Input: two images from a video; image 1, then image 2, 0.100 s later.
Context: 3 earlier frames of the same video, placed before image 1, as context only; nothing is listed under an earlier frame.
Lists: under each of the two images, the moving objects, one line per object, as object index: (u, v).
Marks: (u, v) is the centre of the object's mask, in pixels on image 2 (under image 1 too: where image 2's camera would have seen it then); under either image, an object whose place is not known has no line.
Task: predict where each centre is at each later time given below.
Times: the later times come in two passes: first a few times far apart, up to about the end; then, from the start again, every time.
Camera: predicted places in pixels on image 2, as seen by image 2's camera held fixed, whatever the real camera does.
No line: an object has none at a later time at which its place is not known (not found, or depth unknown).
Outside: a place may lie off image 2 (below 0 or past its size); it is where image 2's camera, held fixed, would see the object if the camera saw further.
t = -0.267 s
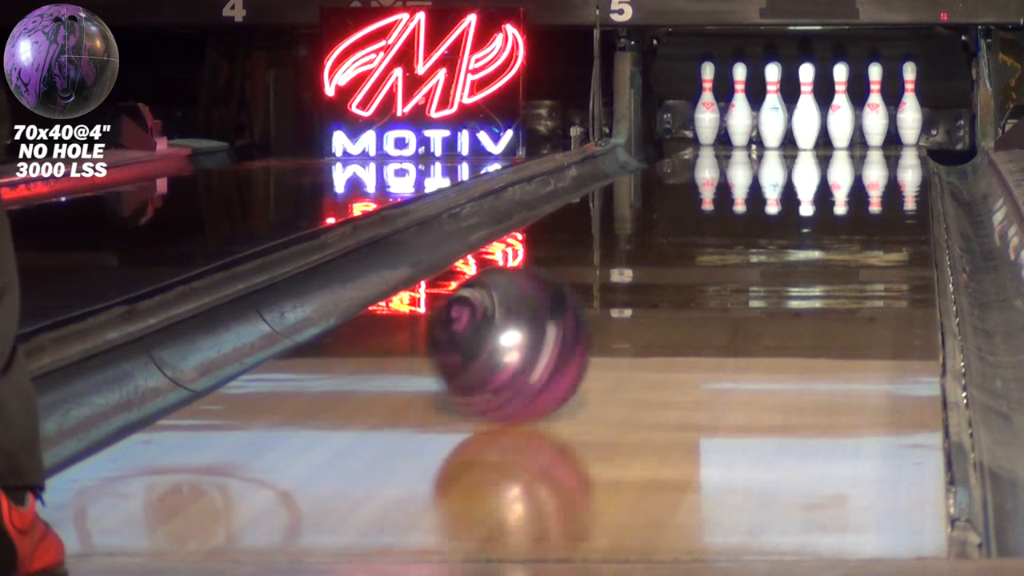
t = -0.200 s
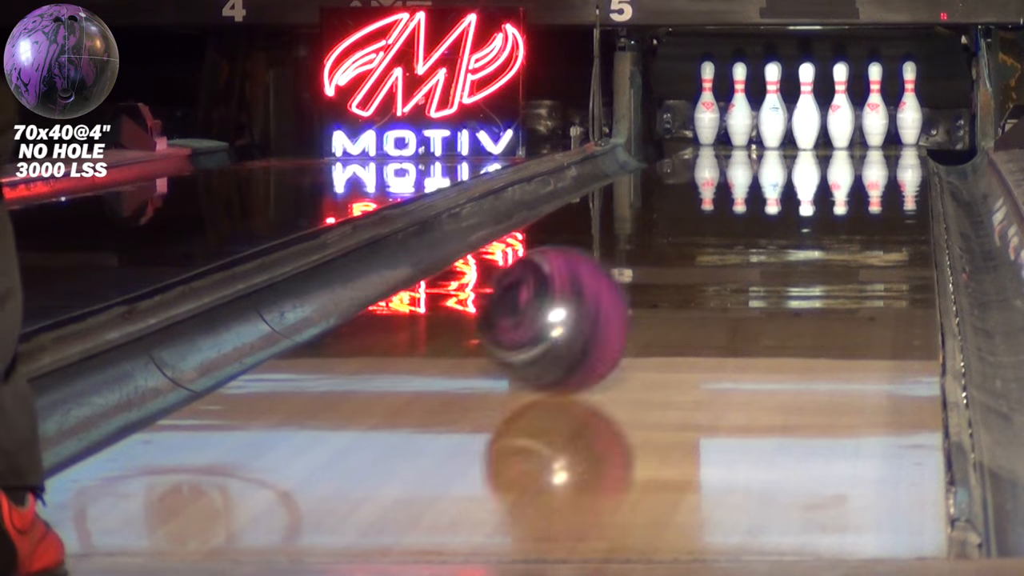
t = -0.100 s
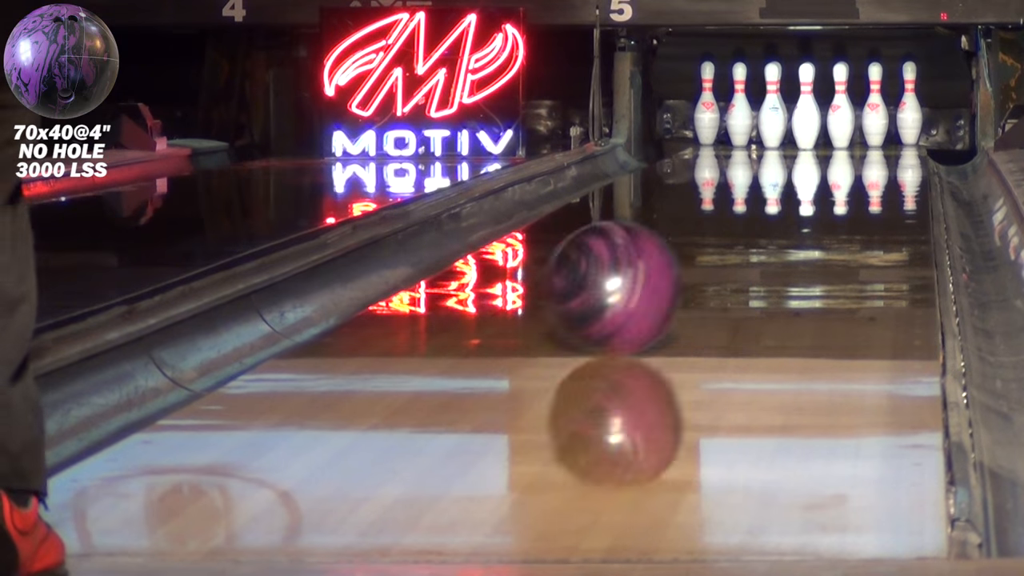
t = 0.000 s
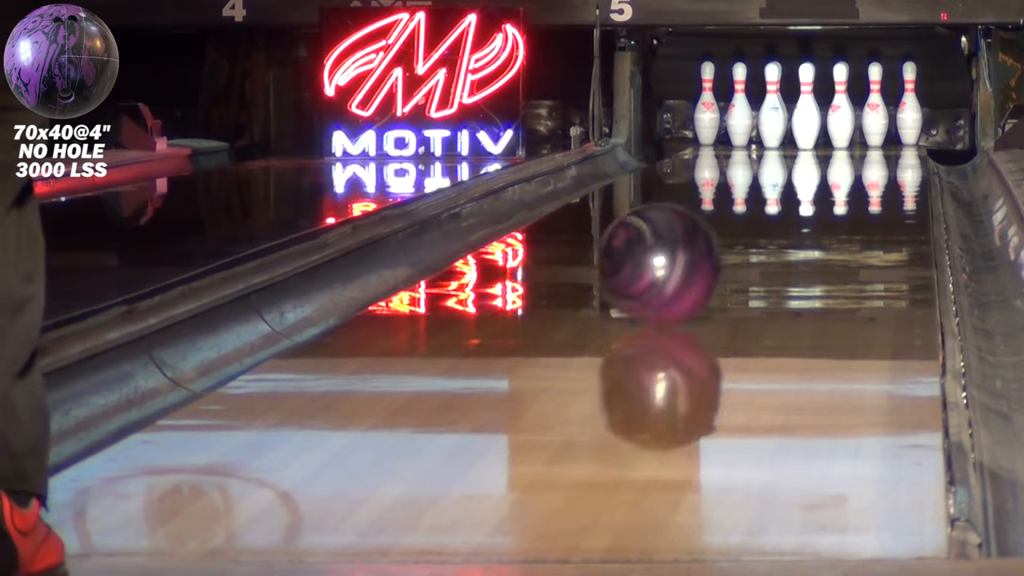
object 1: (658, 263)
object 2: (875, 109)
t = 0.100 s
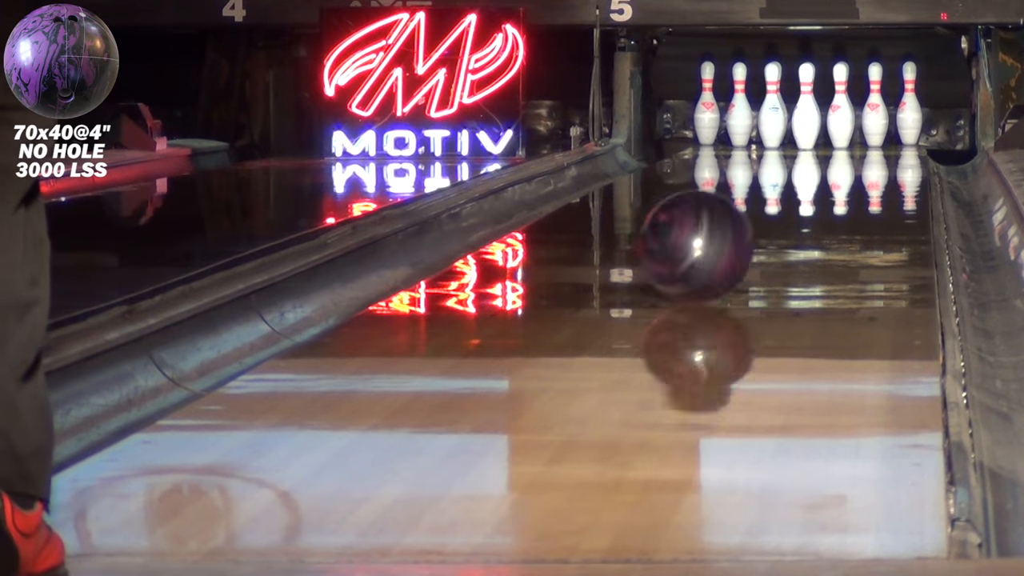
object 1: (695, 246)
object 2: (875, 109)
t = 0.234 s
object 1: (735, 225)
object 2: (875, 109)
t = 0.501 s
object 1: (792, 191)
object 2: (875, 109)
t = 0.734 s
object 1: (823, 169)
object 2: (875, 109)
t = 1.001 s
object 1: (845, 153)
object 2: (875, 105)
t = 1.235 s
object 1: (855, 142)
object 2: (876, 97)
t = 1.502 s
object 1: (849, 133)
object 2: (877, 103)
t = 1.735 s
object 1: (825, 127)
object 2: (875, 109)
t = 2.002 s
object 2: (915, 107)
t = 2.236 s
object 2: (953, 132)
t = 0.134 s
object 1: (706, 240)
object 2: (875, 109)
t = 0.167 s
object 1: (717, 235)
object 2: (875, 109)
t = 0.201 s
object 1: (725, 231)
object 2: (875, 109)
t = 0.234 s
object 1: (735, 225)
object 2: (875, 109)
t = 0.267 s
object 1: (745, 220)
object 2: (875, 109)
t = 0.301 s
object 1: (754, 214)
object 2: (875, 109)
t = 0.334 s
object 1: (760, 210)
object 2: (875, 109)
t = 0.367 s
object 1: (766, 206)
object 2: (875, 109)
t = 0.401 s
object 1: (773, 203)
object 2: (875, 109)
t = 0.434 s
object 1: (781, 198)
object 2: (875, 109)
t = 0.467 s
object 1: (787, 196)
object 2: (875, 109)
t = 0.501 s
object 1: (792, 191)
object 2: (875, 109)
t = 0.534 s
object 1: (798, 188)
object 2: (875, 109)
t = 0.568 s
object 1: (804, 183)
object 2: (875, 109)
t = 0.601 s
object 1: (808, 180)
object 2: (875, 109)
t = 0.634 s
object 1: (813, 177)
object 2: (875, 109)
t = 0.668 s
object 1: (816, 174)
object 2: (875, 109)
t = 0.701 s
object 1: (820, 171)
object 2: (875, 109)
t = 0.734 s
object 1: (823, 169)
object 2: (875, 109)
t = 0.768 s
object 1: (826, 166)
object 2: (875, 109)
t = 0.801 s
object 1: (830, 164)
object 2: (875, 109)
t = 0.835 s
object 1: (833, 162)
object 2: (875, 109)
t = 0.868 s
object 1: (836, 160)
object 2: (875, 109)
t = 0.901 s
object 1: (838, 158)
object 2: (875, 108)
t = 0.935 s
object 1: (841, 156)
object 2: (875, 108)
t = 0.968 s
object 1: (843, 155)
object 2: (875, 107)
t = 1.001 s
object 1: (845, 153)
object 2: (875, 105)
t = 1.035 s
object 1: (847, 151)
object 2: (876, 104)
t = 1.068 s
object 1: (849, 150)
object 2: (876, 103)
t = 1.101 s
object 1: (850, 148)
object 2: (876, 102)
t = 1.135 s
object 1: (852, 146)
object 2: (876, 100)
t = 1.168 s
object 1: (853, 145)
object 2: (876, 99)
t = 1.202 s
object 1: (854, 143)
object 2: (876, 98)
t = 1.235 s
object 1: (855, 142)
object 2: (876, 97)
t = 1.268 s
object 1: (856, 141)
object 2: (876, 97)
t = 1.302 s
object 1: (856, 140)
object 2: (876, 96)
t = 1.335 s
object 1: (855, 138)
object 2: (876, 97)
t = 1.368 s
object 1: (855, 137)
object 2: (877, 97)
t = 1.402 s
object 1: (854, 136)
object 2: (877, 98)
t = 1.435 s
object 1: (853, 135)
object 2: (877, 100)
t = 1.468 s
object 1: (851, 134)
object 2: (877, 102)
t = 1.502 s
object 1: (849, 133)
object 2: (877, 103)
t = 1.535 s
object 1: (847, 132)
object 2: (876, 105)
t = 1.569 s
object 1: (844, 131)
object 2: (876, 107)
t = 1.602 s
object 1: (841, 131)
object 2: (875, 108)
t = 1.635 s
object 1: (837, 129)
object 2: (875, 109)
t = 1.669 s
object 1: (833, 129)
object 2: (875, 109)
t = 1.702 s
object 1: (829, 128)
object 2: (875, 109)
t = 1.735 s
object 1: (825, 127)
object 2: (875, 109)
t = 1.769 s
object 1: (820, 126)
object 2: (875, 109)
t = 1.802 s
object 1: (820, 126)
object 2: (875, 109)
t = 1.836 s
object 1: (819, 125)
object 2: (875, 109)
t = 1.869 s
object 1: (817, 125)
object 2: (882, 107)
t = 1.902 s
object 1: (816, 124)
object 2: (894, 103)
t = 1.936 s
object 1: (816, 124)
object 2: (904, 108)
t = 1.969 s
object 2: (909, 107)
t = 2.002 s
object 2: (915, 107)
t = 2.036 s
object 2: (920, 107)
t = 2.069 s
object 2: (925, 107)
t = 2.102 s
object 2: (931, 108)
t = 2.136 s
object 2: (936, 111)
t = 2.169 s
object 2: (942, 115)
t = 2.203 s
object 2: (947, 122)
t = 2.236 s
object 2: (953, 132)
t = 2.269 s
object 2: (957, 141)
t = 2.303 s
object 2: (958, 149)
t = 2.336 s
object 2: (960, 156)
